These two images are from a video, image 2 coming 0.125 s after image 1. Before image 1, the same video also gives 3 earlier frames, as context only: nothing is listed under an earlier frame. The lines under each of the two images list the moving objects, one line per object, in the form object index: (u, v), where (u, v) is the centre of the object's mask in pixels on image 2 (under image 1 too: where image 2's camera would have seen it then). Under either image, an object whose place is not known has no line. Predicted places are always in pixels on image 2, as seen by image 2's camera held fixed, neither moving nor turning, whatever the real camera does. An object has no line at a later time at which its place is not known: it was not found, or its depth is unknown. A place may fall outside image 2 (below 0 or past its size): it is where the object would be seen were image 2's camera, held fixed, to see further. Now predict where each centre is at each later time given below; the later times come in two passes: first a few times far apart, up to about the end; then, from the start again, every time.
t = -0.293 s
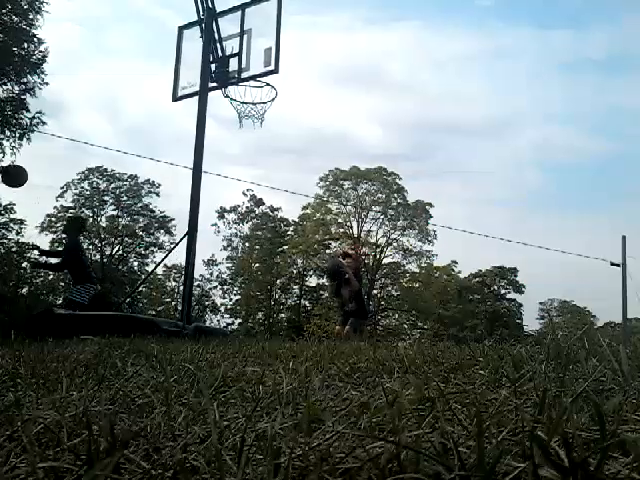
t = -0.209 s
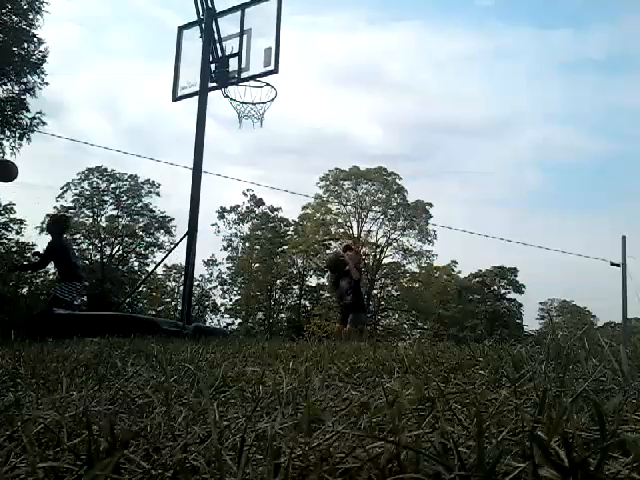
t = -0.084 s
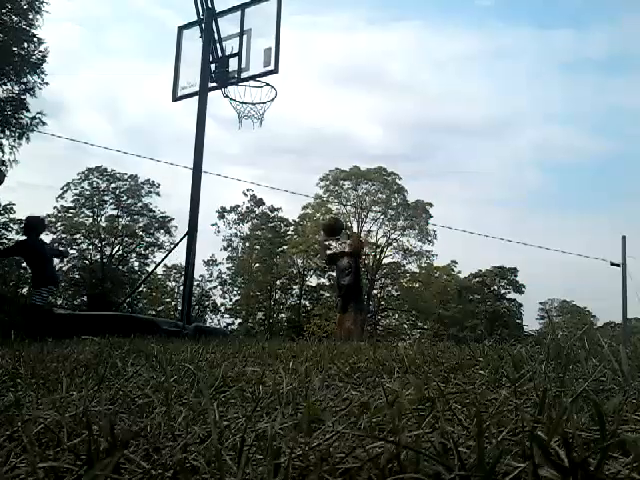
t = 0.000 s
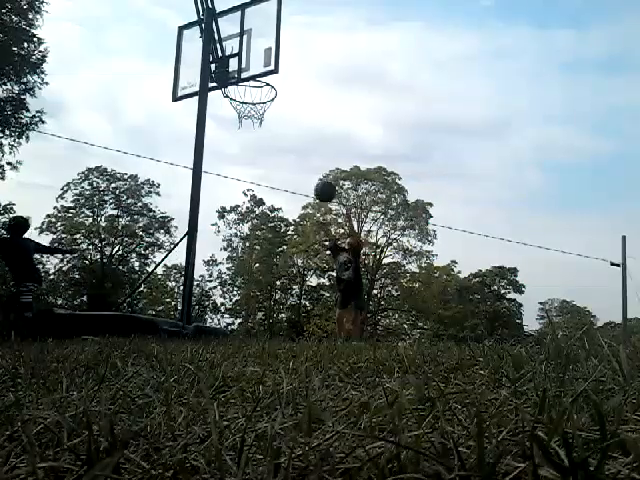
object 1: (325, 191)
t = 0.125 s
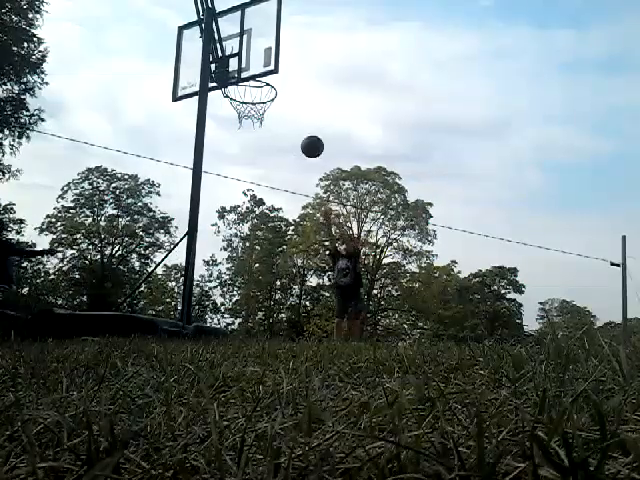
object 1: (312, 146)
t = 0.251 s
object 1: (297, 113)
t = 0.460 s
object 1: (267, 85)
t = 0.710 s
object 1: (249, 119)
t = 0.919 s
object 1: (257, 180)
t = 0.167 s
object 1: (307, 134)
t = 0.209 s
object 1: (302, 122)
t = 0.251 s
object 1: (297, 113)
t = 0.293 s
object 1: (291, 104)
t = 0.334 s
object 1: (286, 96)
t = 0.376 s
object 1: (280, 91)
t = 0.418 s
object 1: (273, 86)
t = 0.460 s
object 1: (267, 85)
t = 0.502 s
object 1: (260, 85)
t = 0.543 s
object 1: (252, 86)
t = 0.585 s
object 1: (245, 89)
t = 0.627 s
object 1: (246, 96)
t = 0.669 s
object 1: (248, 108)
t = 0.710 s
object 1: (249, 119)
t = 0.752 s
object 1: (251, 129)
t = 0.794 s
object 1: (253, 139)
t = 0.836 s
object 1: (254, 151)
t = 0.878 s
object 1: (255, 165)
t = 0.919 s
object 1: (257, 180)
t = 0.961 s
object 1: (257, 197)
